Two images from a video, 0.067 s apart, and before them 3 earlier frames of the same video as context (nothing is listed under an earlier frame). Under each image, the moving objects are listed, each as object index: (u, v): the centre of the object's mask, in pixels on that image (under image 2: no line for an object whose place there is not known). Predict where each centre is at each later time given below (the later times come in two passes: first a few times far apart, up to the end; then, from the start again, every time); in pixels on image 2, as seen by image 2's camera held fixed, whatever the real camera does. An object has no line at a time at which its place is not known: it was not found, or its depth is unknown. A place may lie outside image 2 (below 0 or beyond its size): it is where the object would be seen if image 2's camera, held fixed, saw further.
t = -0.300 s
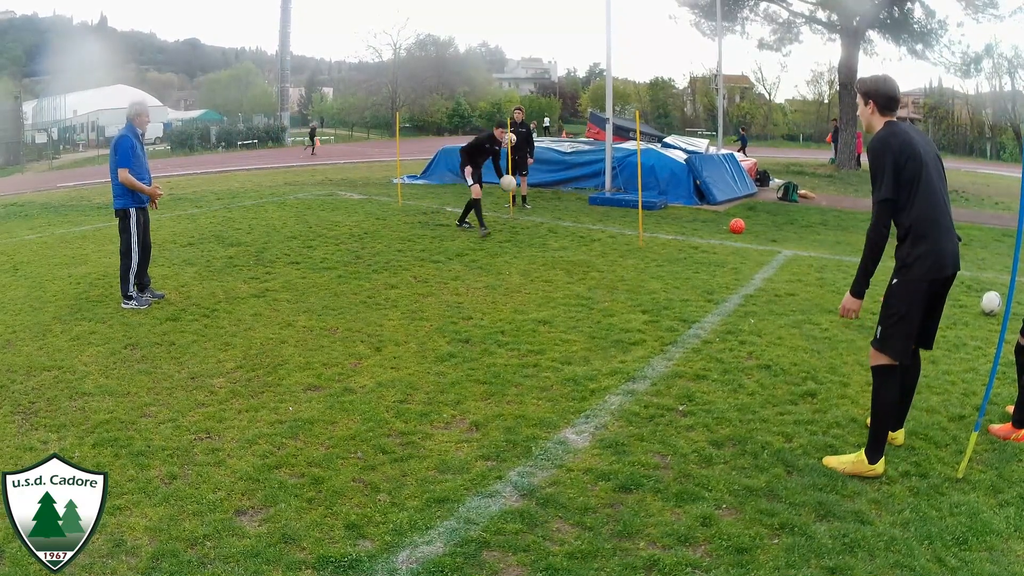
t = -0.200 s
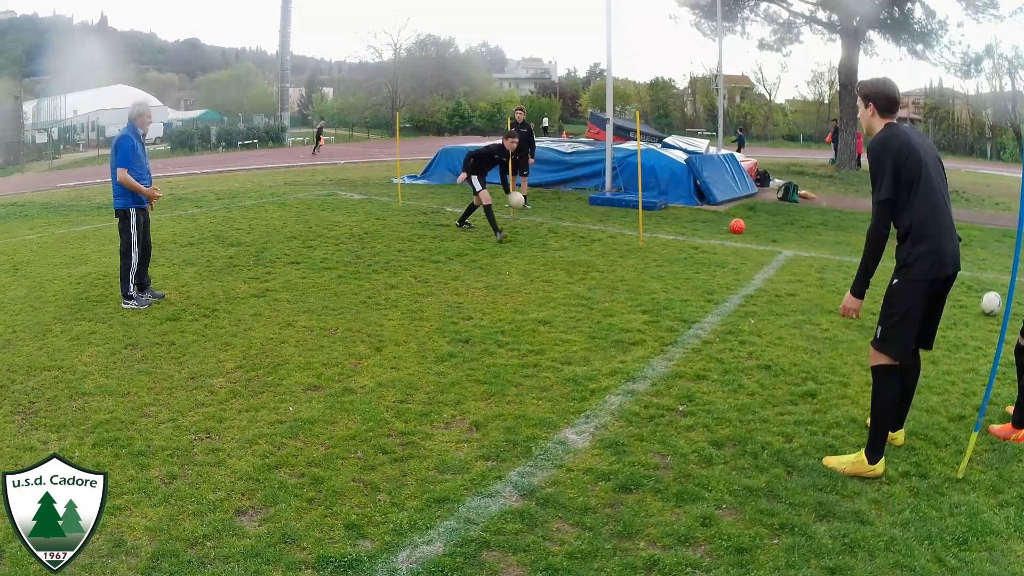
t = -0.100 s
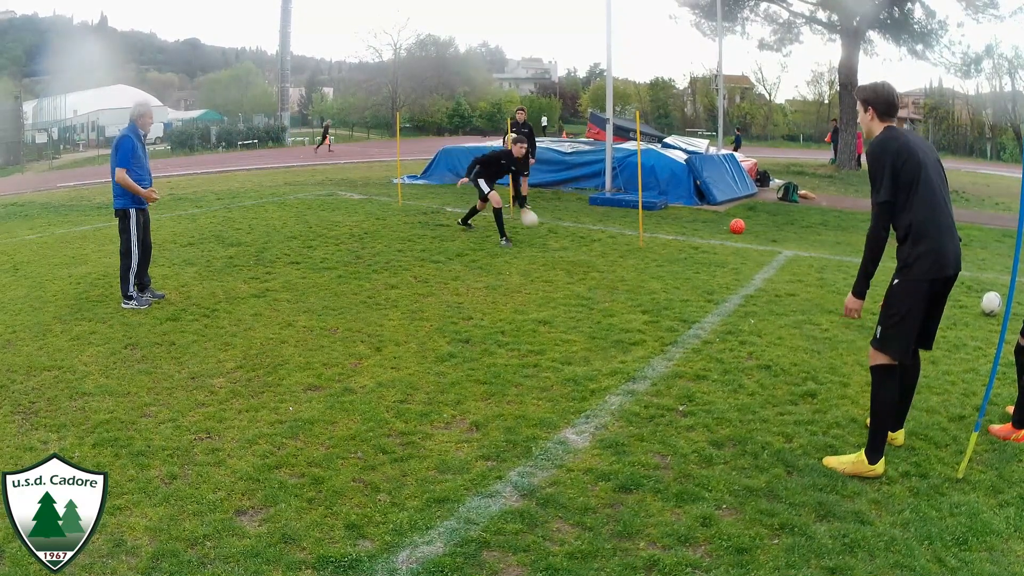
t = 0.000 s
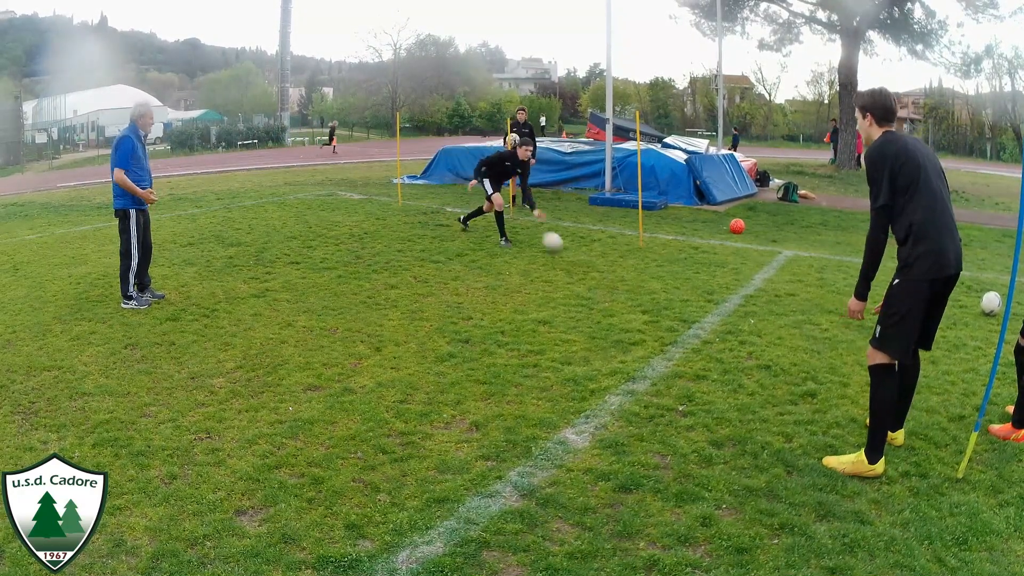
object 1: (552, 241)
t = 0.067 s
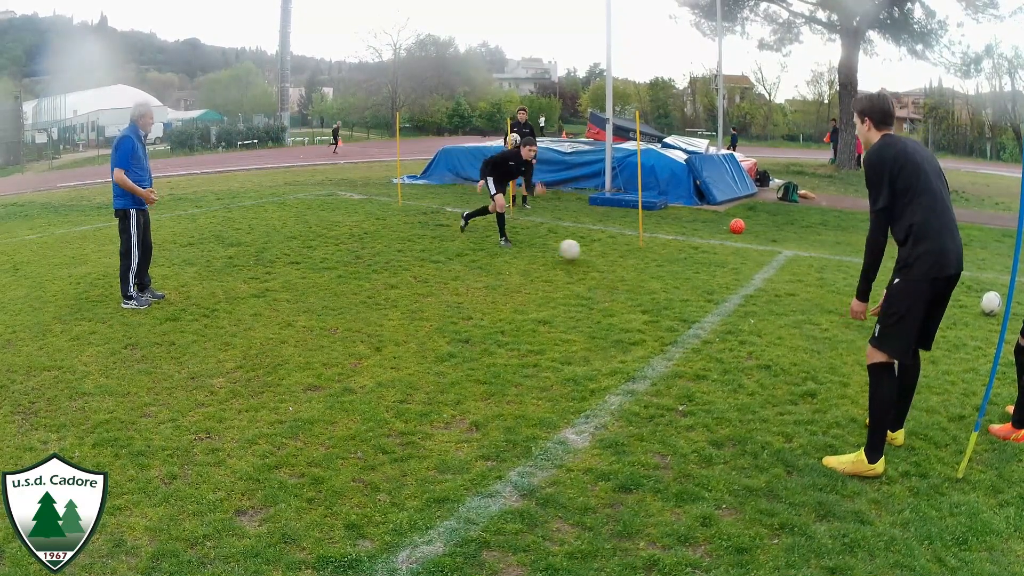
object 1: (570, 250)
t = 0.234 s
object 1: (624, 282)
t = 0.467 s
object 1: (704, 306)
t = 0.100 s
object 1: (579, 252)
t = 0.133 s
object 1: (590, 257)
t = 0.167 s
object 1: (600, 263)
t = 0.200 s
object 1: (612, 272)
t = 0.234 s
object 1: (624, 282)
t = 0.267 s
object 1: (635, 285)
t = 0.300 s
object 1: (644, 285)
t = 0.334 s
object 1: (655, 286)
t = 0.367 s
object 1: (666, 288)
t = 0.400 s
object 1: (678, 292)
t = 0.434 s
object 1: (690, 298)
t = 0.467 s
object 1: (704, 306)
